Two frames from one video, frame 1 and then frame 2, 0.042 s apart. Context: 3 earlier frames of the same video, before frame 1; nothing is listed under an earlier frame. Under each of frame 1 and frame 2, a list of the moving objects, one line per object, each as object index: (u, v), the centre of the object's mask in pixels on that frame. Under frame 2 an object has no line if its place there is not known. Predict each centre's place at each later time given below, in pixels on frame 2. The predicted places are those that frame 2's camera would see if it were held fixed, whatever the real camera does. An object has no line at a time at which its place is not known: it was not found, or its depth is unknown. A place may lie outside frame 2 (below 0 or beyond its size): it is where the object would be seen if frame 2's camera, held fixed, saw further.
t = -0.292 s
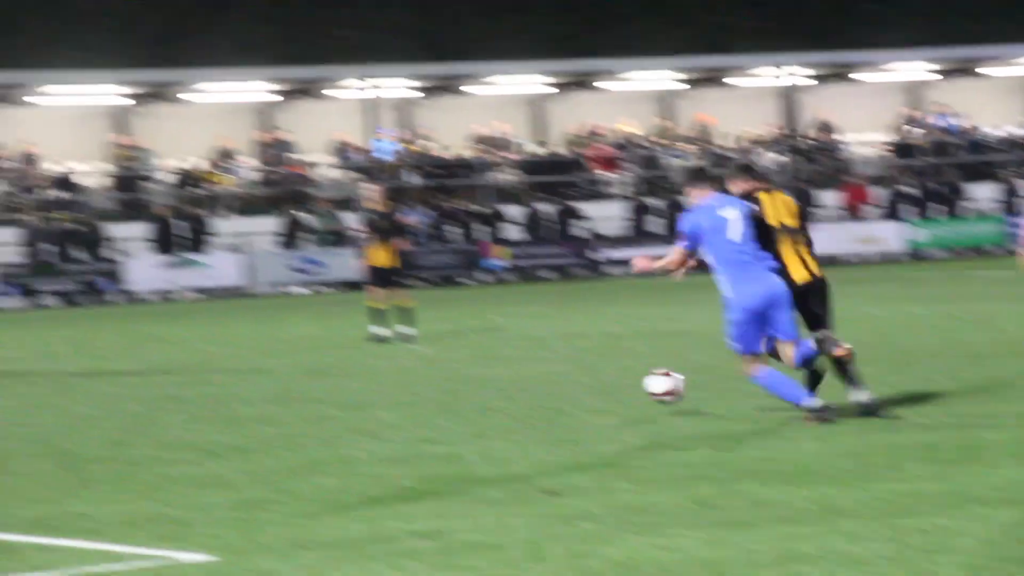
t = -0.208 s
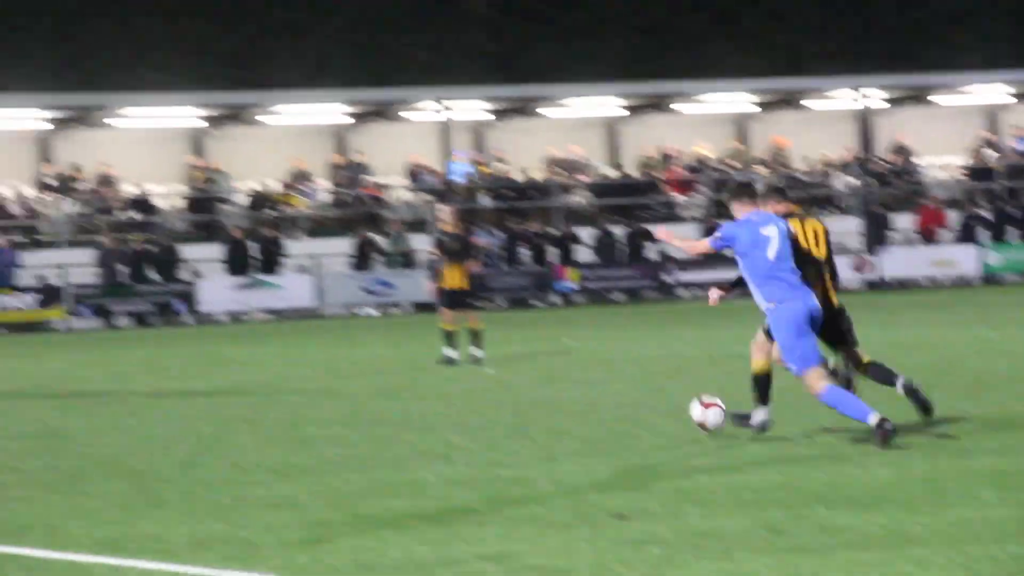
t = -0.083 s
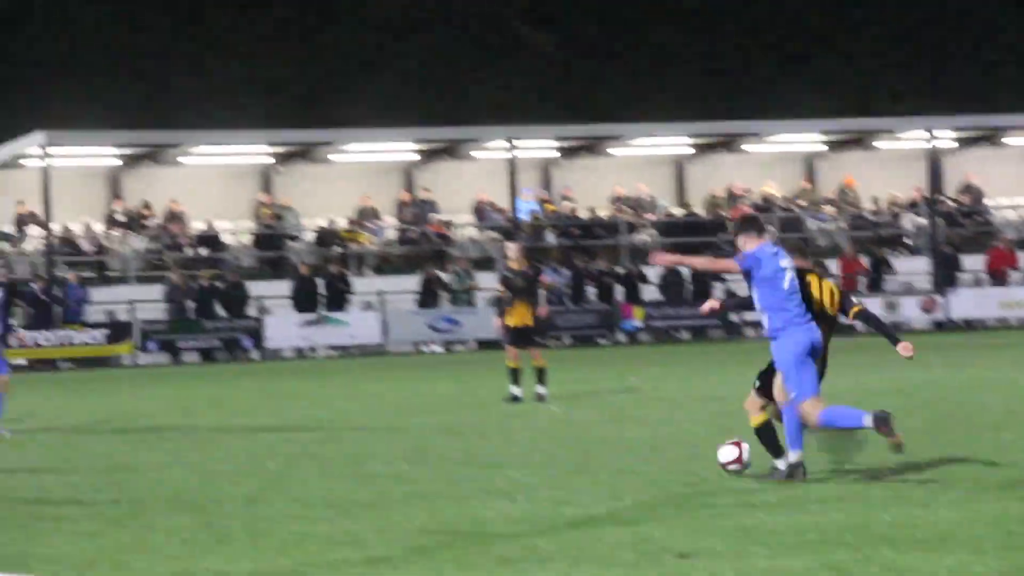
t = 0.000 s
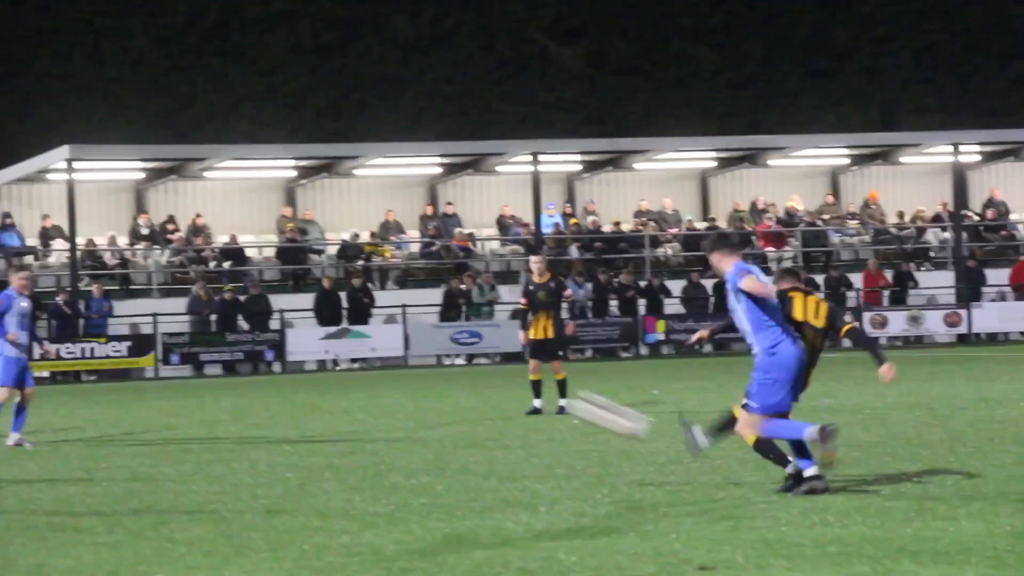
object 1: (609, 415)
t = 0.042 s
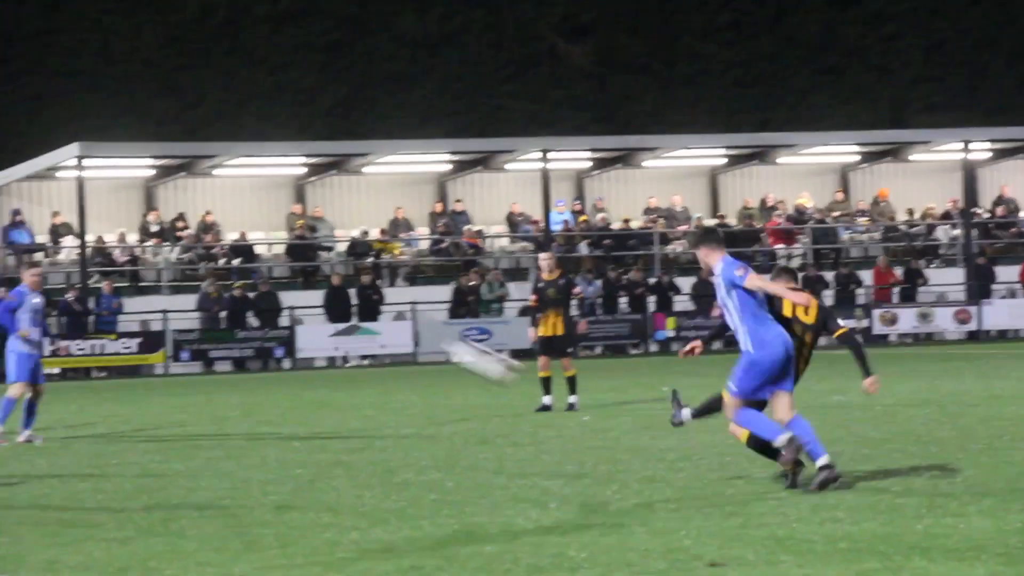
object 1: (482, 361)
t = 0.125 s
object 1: (217, 266)
